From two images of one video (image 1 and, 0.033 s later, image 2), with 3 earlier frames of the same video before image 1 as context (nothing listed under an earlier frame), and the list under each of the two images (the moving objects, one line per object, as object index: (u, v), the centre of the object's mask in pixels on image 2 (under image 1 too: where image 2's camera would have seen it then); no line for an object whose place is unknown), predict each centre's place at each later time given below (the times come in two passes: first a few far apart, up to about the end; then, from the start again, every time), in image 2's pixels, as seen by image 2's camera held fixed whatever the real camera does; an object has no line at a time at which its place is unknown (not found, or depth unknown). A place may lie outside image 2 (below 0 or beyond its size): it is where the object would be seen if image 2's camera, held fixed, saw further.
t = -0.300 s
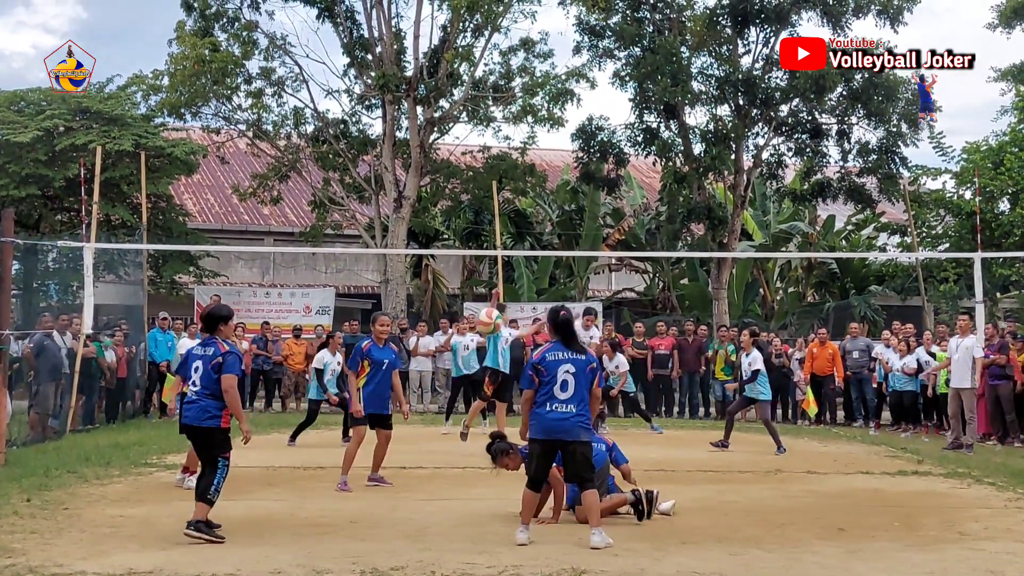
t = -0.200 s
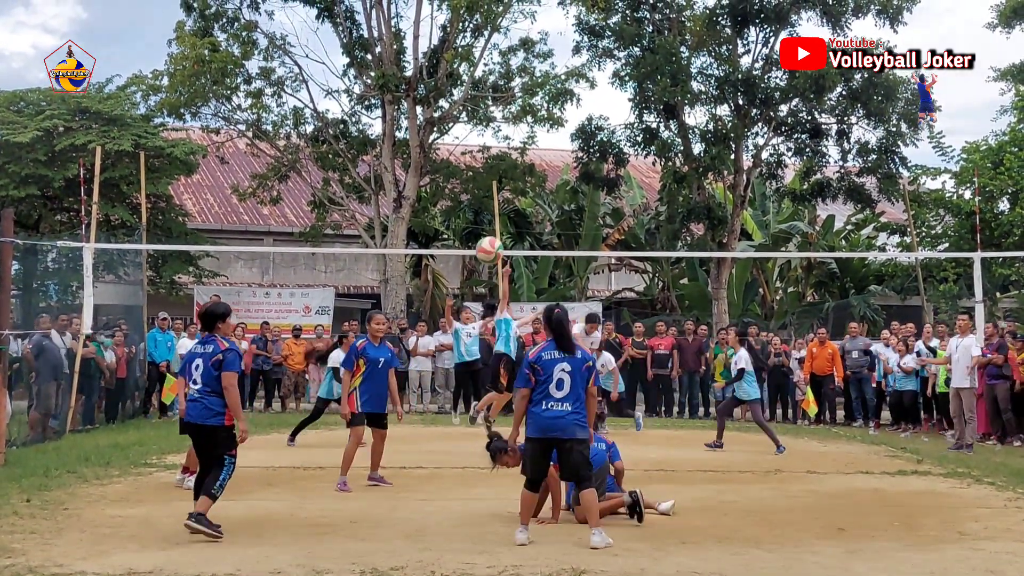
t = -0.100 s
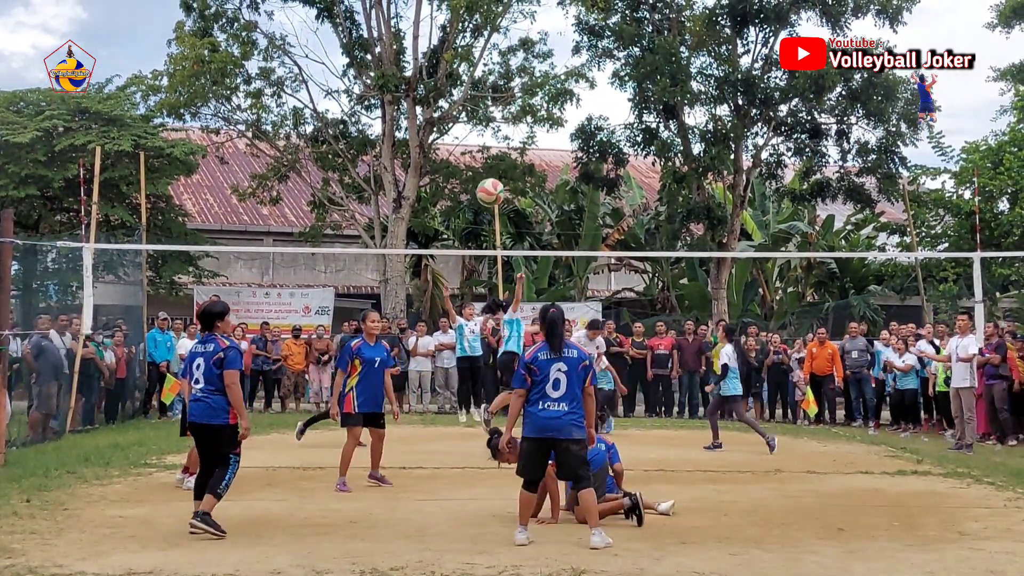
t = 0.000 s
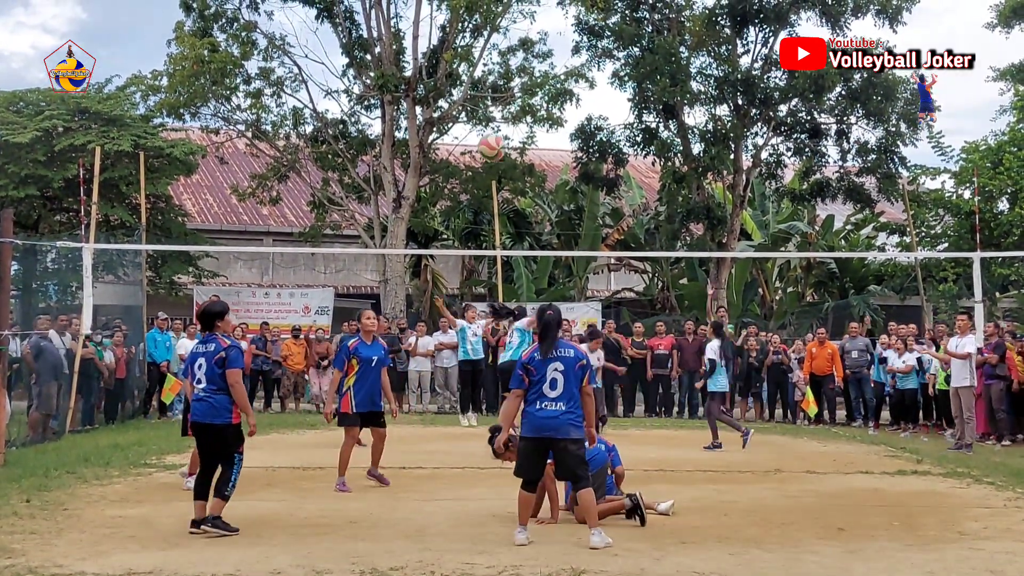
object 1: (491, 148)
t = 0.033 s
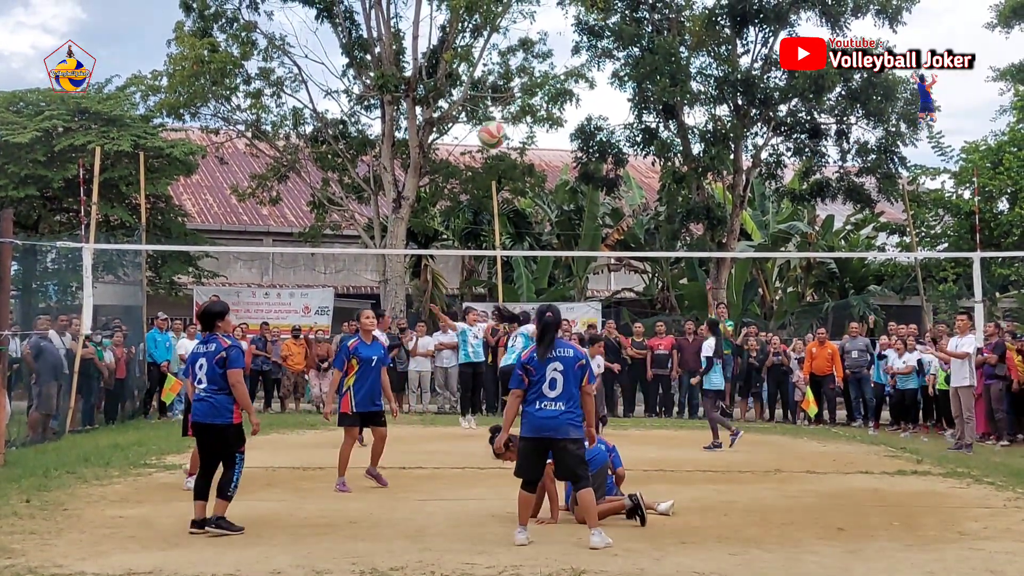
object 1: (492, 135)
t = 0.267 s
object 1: (497, 90)
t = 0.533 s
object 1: (500, 124)
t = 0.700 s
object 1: (502, 194)
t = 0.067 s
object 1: (493, 124)
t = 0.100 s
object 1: (493, 115)
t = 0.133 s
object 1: (494, 107)
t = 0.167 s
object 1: (494, 100)
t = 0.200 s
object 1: (495, 96)
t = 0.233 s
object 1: (496, 92)
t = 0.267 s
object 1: (497, 90)
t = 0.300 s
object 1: (497, 90)
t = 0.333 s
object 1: (498, 91)
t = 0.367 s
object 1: (498, 92)
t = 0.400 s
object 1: (498, 95)
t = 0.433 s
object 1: (499, 100)
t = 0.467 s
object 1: (499, 107)
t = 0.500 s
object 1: (500, 115)
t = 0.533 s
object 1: (500, 124)
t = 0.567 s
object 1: (500, 135)
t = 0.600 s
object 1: (500, 148)
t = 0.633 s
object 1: (501, 161)
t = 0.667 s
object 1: (501, 177)
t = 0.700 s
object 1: (502, 194)
